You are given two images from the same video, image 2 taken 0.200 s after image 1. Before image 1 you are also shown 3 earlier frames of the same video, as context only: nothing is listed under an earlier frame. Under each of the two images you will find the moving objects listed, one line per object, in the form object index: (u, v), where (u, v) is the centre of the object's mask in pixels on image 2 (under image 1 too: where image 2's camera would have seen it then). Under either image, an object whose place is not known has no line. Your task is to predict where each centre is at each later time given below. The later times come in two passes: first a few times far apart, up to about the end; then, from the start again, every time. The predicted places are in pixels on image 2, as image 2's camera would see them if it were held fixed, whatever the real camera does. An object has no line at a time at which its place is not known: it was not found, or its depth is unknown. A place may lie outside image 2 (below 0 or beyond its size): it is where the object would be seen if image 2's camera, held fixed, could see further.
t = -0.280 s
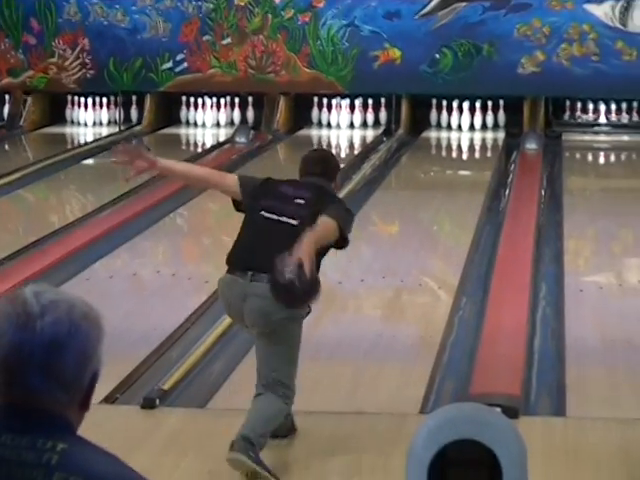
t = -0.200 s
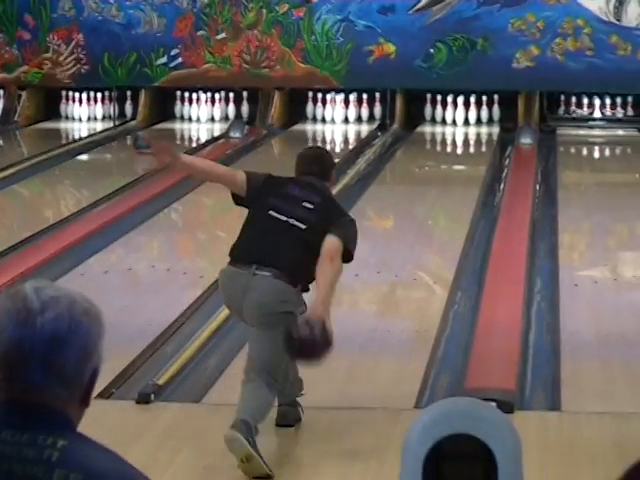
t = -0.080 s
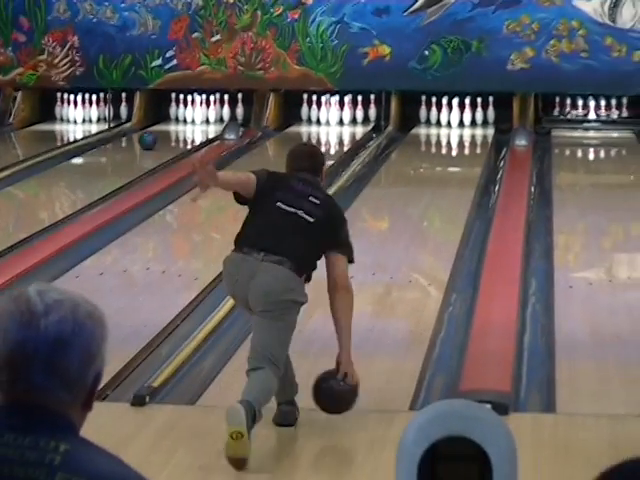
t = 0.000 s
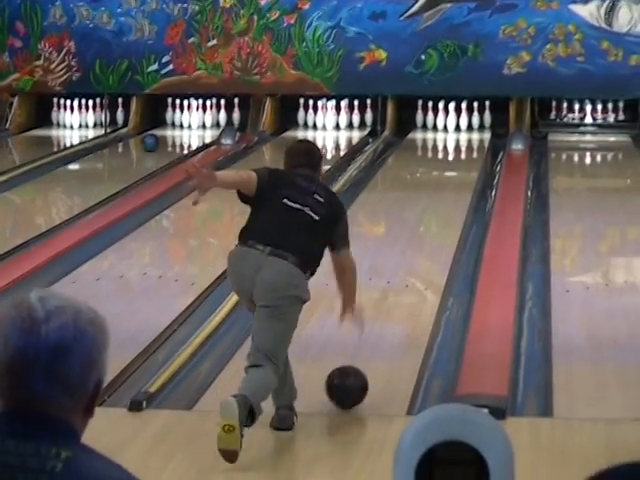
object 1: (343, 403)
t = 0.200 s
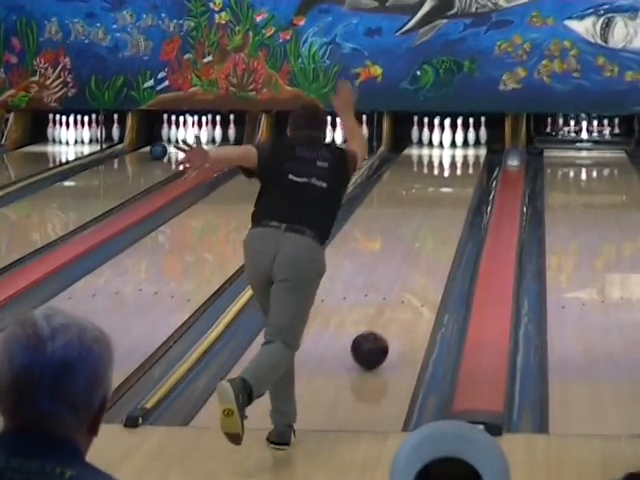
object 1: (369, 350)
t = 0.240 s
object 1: (374, 340)
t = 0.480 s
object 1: (397, 294)
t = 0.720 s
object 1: (413, 258)
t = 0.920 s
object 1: (423, 234)
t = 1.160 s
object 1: (433, 211)
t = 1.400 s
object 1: (440, 191)
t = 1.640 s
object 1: (447, 175)
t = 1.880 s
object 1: (450, 162)
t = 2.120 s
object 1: (451, 151)
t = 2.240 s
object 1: (451, 146)
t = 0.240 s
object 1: (374, 340)
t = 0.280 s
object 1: (378, 332)
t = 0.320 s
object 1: (382, 323)
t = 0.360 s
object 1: (386, 315)
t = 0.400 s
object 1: (390, 308)
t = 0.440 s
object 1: (393, 301)
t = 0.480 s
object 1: (397, 294)
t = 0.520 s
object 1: (400, 287)
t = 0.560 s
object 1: (403, 281)
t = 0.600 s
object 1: (405, 275)
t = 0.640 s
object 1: (408, 269)
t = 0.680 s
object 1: (410, 264)
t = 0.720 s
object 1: (413, 258)
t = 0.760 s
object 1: (416, 253)
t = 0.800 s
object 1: (417, 248)
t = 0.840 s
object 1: (419, 244)
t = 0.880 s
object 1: (421, 239)
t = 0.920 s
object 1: (423, 234)
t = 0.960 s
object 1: (425, 230)
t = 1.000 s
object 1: (427, 226)
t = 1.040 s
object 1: (428, 222)
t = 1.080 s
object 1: (430, 218)
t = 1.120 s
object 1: (432, 214)
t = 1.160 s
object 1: (433, 211)
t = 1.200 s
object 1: (435, 207)
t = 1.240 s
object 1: (436, 204)
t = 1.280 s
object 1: (437, 200)
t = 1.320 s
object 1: (438, 197)
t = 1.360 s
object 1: (439, 195)
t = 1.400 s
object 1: (440, 191)
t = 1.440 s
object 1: (442, 188)
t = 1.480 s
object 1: (443, 185)
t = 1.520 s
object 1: (444, 182)
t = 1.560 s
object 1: (445, 180)
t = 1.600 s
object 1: (445, 178)
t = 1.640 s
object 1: (447, 175)
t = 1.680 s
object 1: (448, 172)
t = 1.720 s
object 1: (448, 170)
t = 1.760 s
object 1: (448, 168)
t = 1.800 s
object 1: (449, 166)
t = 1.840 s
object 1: (449, 164)
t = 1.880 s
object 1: (450, 162)
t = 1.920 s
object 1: (450, 160)
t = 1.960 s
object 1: (451, 158)
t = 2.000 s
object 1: (451, 156)
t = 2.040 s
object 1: (451, 154)
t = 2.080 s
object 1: (451, 153)
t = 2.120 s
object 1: (451, 151)
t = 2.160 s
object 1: (451, 149)
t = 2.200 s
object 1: (451, 148)
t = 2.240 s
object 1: (451, 146)
